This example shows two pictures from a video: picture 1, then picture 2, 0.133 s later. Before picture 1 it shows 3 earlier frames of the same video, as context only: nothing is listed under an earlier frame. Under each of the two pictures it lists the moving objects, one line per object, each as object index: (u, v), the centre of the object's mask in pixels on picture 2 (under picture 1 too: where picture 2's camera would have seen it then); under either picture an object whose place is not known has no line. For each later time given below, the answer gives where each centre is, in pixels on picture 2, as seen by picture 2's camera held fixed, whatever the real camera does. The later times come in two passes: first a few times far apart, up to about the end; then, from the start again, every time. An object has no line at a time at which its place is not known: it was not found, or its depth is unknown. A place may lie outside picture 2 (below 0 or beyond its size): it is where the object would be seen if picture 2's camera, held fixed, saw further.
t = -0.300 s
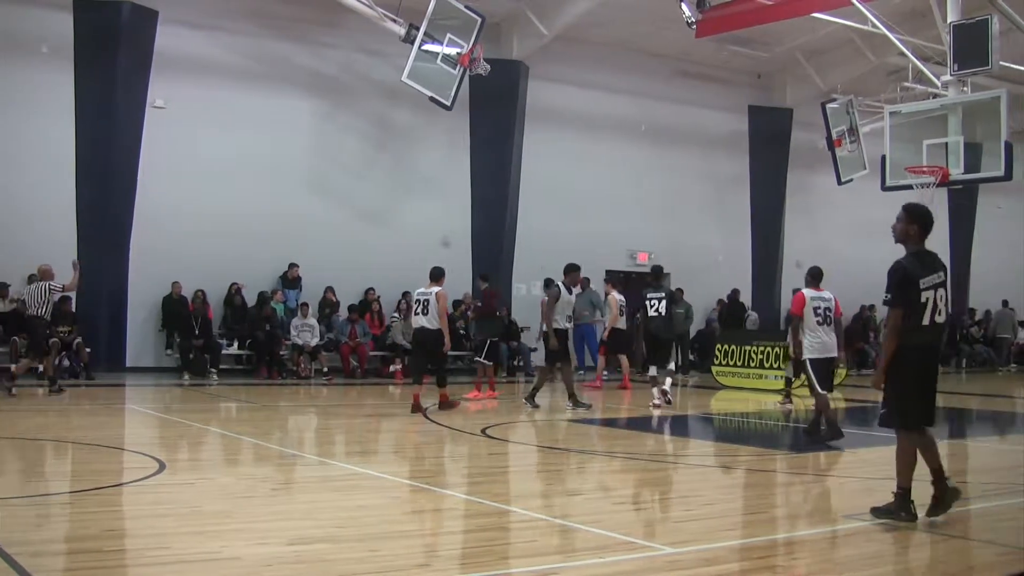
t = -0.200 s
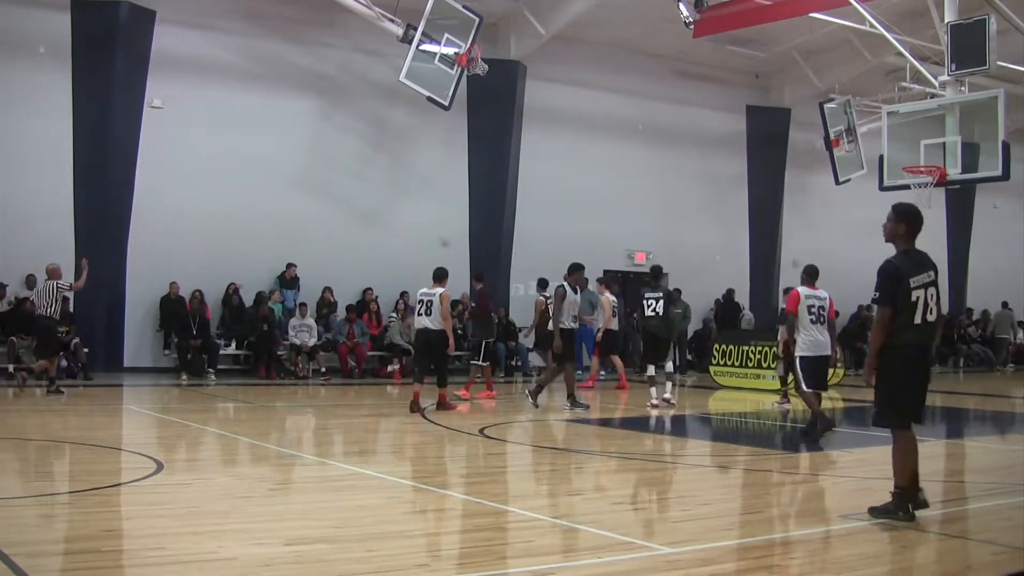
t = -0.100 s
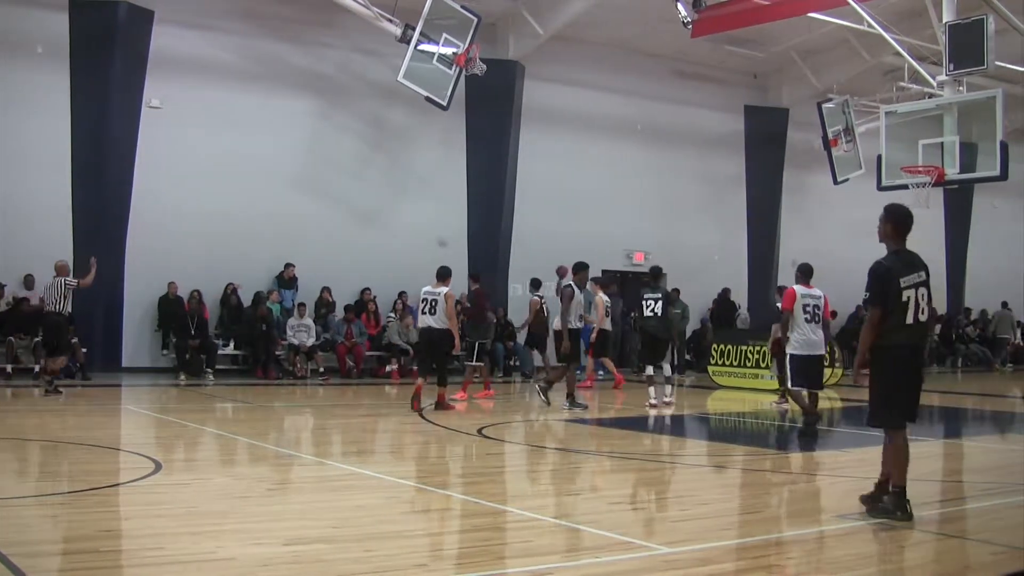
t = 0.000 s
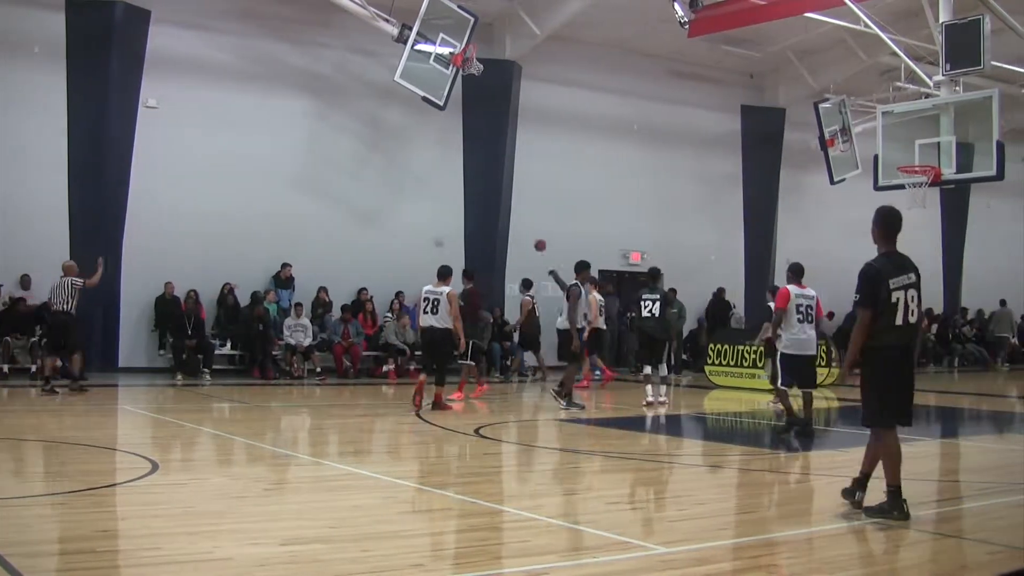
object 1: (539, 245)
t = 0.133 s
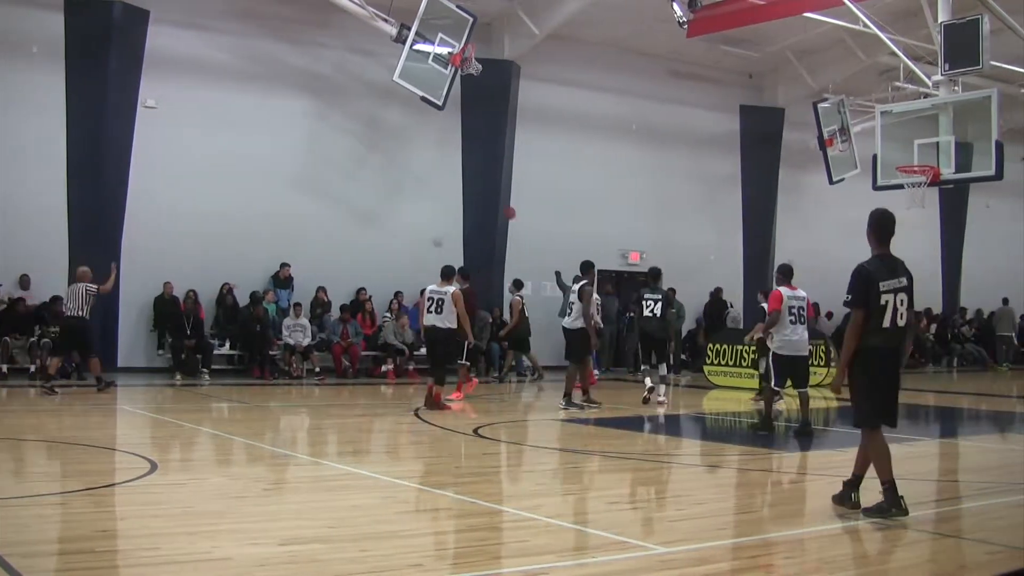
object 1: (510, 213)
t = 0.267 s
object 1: (477, 188)
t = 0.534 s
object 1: (407, 162)
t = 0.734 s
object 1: (347, 169)
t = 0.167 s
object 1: (499, 207)
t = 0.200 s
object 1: (493, 199)
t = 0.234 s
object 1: (486, 194)
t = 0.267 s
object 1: (477, 188)
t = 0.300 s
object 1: (470, 182)
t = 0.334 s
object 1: (461, 178)
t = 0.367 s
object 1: (452, 174)
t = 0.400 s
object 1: (443, 170)
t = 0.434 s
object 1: (434, 167)
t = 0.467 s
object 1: (425, 165)
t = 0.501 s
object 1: (416, 163)
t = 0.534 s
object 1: (407, 162)
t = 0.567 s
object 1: (398, 161)
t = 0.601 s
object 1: (388, 161)
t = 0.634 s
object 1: (378, 162)
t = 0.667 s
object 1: (368, 163)
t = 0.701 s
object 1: (358, 165)
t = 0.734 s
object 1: (347, 169)
